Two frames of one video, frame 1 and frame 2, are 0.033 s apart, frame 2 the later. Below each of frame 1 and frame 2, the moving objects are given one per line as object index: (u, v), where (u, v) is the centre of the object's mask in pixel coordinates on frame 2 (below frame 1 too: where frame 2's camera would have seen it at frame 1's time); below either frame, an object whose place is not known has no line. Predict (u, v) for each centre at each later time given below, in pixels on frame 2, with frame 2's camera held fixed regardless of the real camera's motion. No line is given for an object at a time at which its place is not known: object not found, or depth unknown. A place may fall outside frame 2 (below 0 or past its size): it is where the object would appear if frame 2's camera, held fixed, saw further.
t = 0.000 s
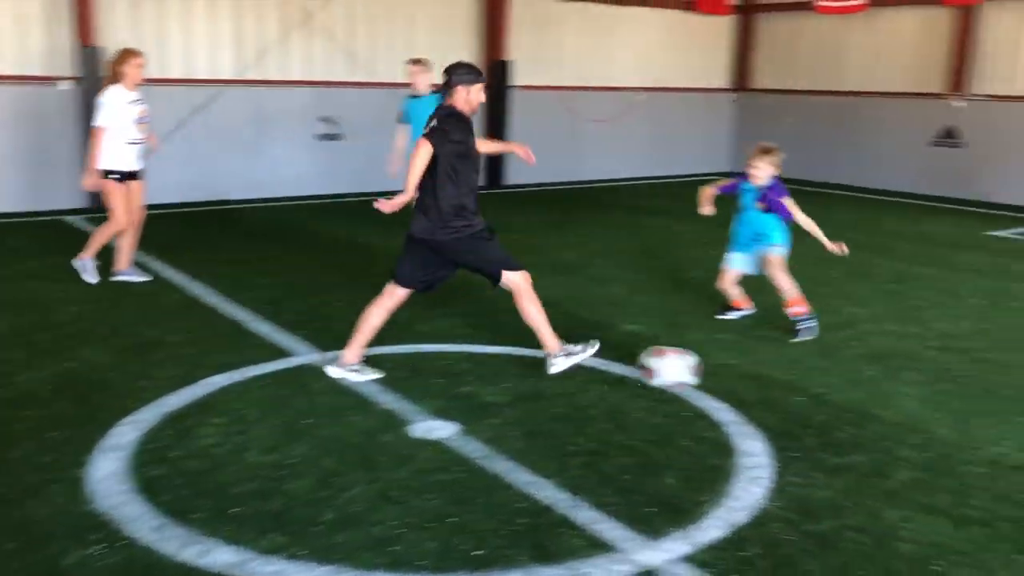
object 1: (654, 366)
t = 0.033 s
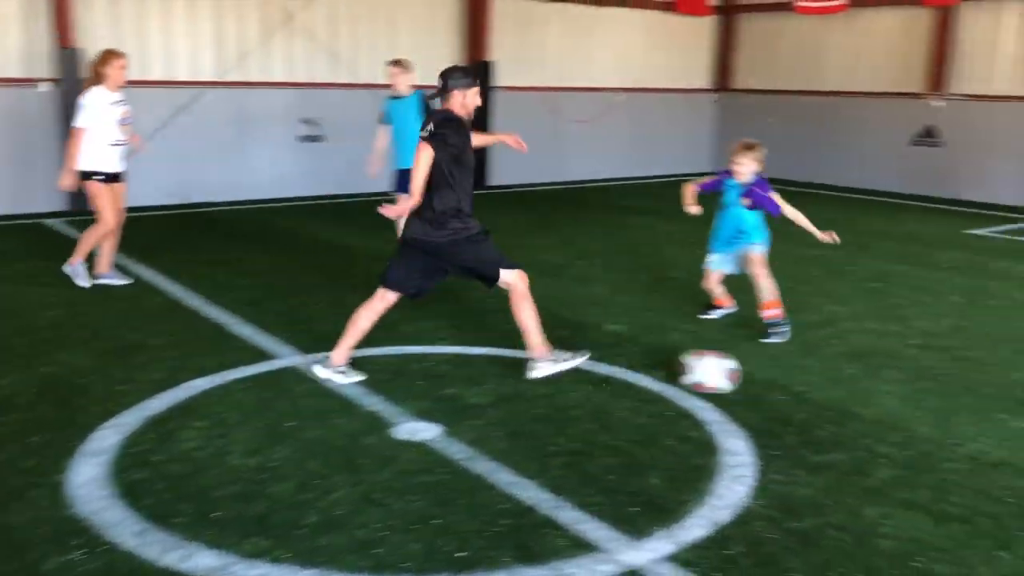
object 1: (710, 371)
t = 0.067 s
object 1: (763, 375)
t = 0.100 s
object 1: (815, 378)
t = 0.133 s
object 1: (868, 381)
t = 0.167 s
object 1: (919, 384)
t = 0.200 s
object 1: (969, 387)
